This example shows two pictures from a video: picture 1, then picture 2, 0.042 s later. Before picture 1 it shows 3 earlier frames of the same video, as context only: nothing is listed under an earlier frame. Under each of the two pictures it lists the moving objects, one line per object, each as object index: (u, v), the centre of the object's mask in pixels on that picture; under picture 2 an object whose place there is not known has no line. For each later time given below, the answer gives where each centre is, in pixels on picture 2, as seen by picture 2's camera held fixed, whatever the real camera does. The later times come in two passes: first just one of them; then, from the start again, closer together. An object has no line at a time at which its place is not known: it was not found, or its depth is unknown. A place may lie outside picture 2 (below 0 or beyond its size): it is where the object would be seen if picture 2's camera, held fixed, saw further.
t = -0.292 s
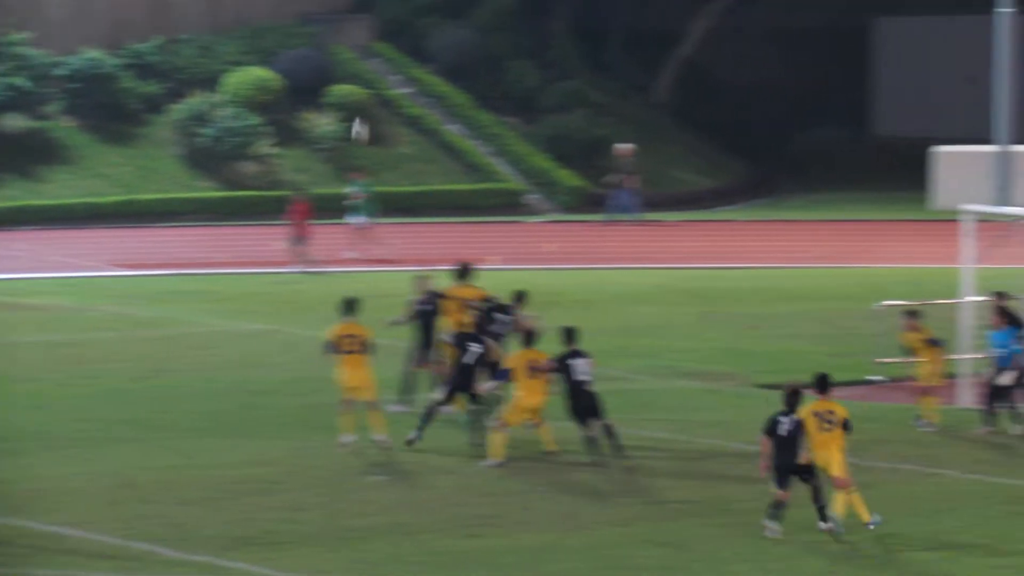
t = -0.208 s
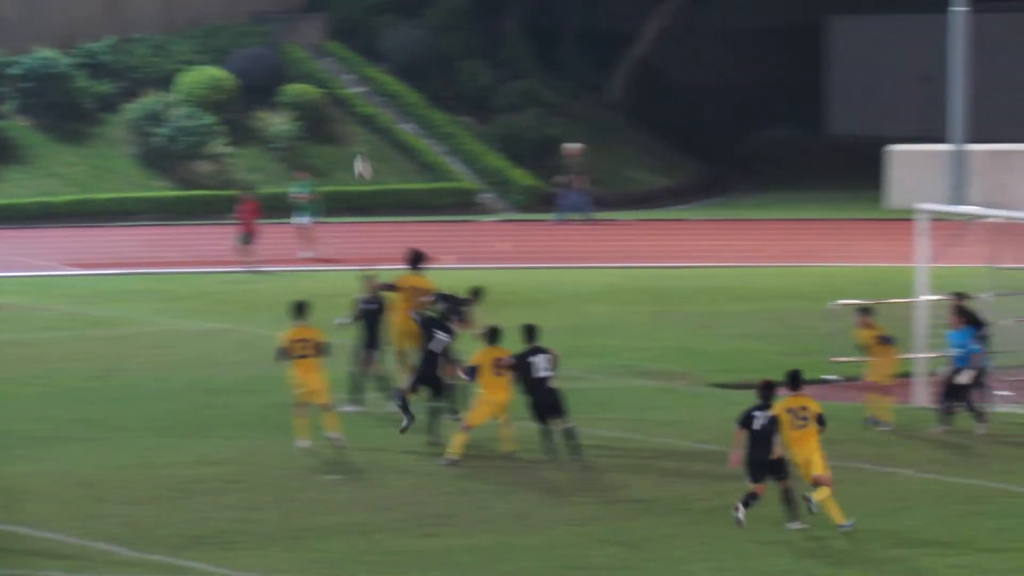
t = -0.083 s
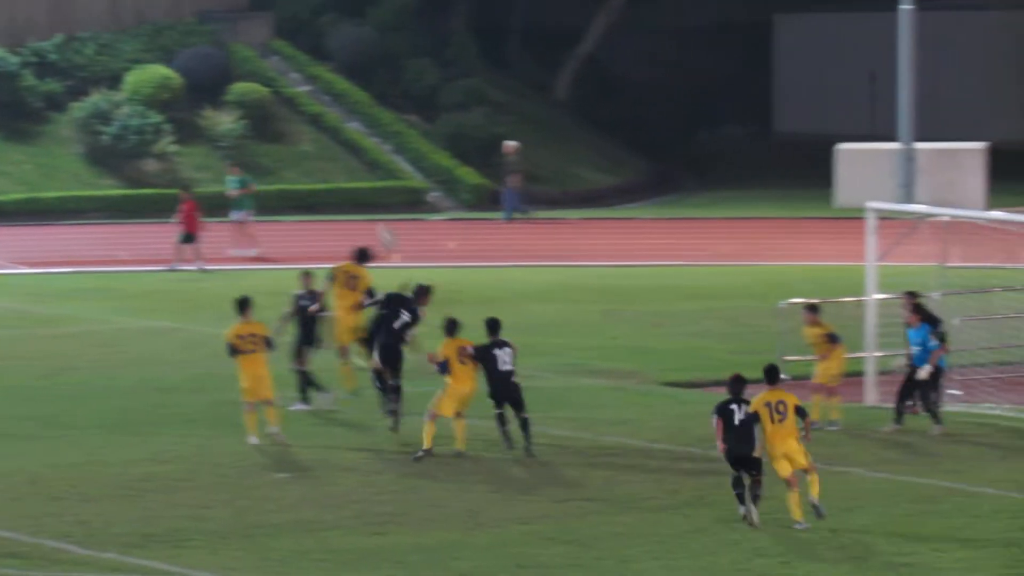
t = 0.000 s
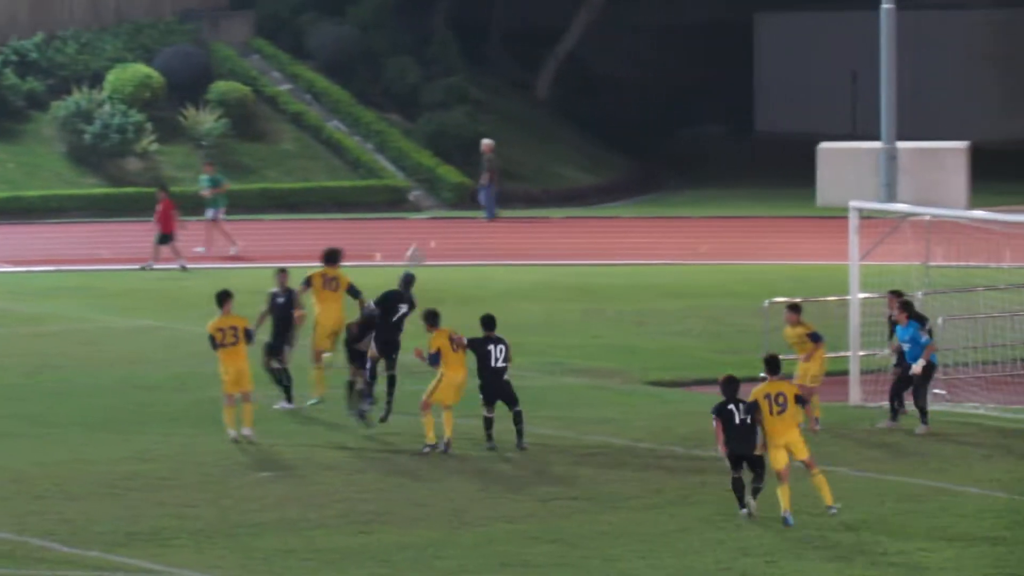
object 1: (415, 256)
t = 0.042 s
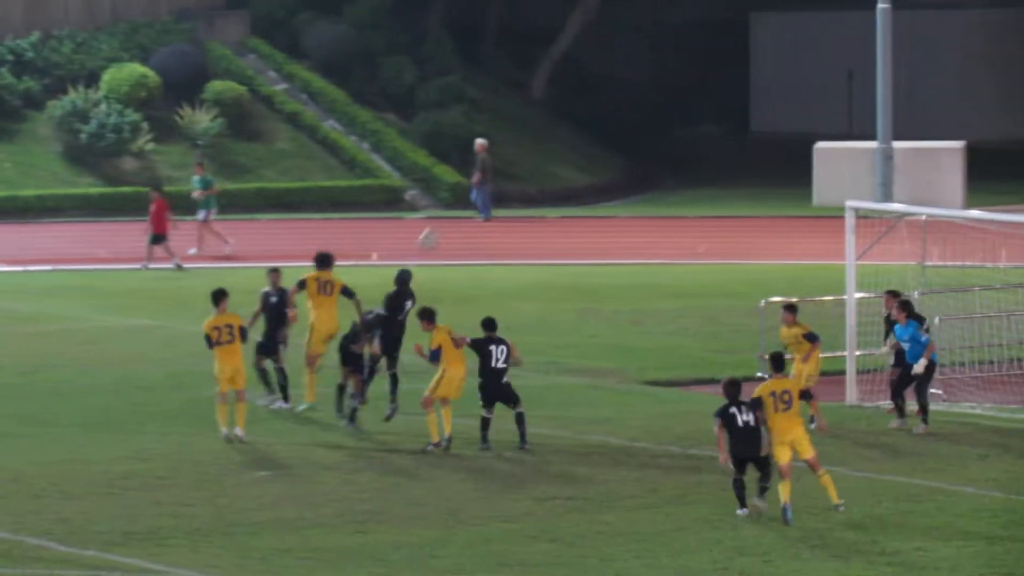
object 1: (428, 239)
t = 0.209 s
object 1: (499, 190)
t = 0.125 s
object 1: (464, 212)
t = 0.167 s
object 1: (481, 200)
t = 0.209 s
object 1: (499, 190)
